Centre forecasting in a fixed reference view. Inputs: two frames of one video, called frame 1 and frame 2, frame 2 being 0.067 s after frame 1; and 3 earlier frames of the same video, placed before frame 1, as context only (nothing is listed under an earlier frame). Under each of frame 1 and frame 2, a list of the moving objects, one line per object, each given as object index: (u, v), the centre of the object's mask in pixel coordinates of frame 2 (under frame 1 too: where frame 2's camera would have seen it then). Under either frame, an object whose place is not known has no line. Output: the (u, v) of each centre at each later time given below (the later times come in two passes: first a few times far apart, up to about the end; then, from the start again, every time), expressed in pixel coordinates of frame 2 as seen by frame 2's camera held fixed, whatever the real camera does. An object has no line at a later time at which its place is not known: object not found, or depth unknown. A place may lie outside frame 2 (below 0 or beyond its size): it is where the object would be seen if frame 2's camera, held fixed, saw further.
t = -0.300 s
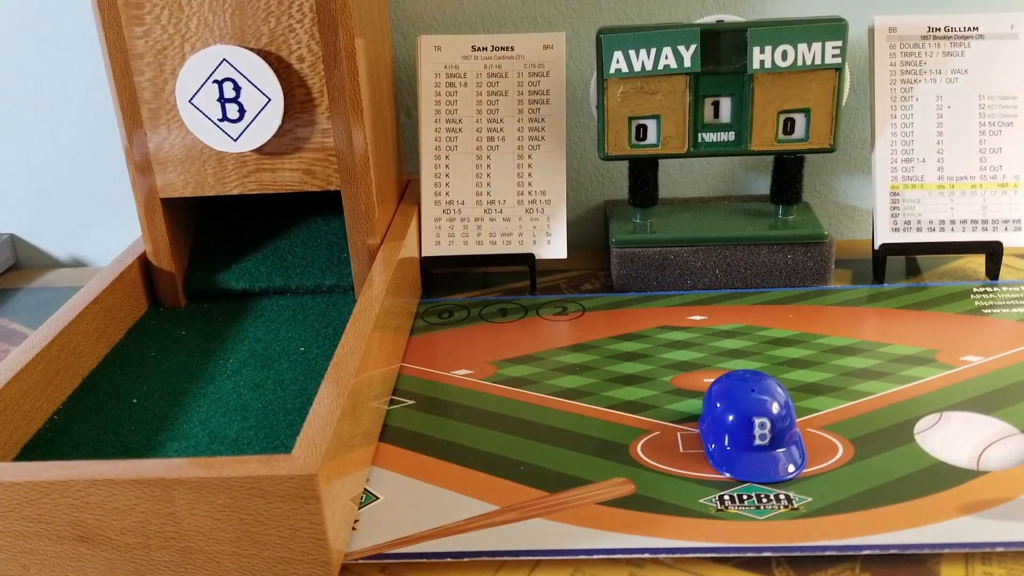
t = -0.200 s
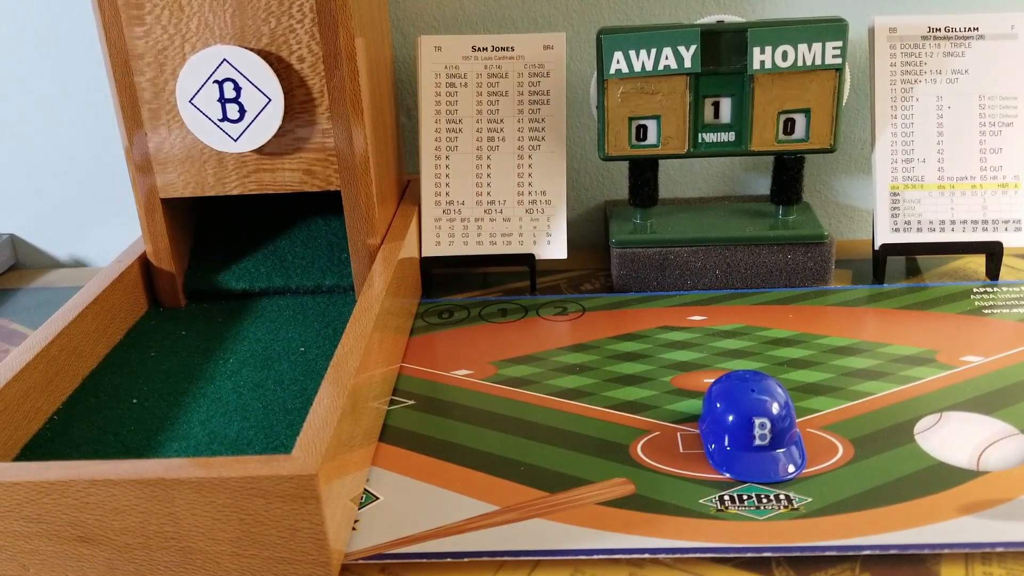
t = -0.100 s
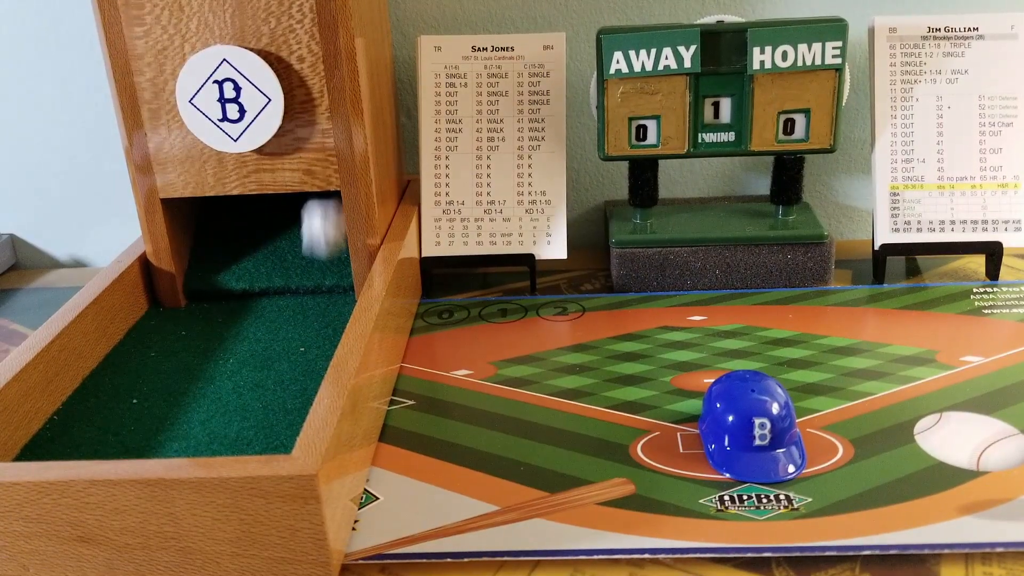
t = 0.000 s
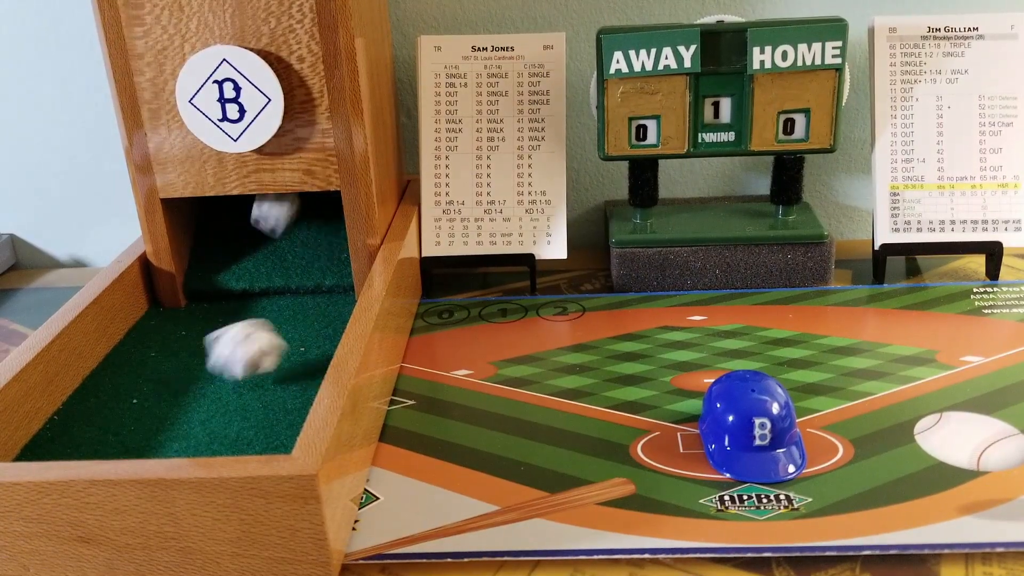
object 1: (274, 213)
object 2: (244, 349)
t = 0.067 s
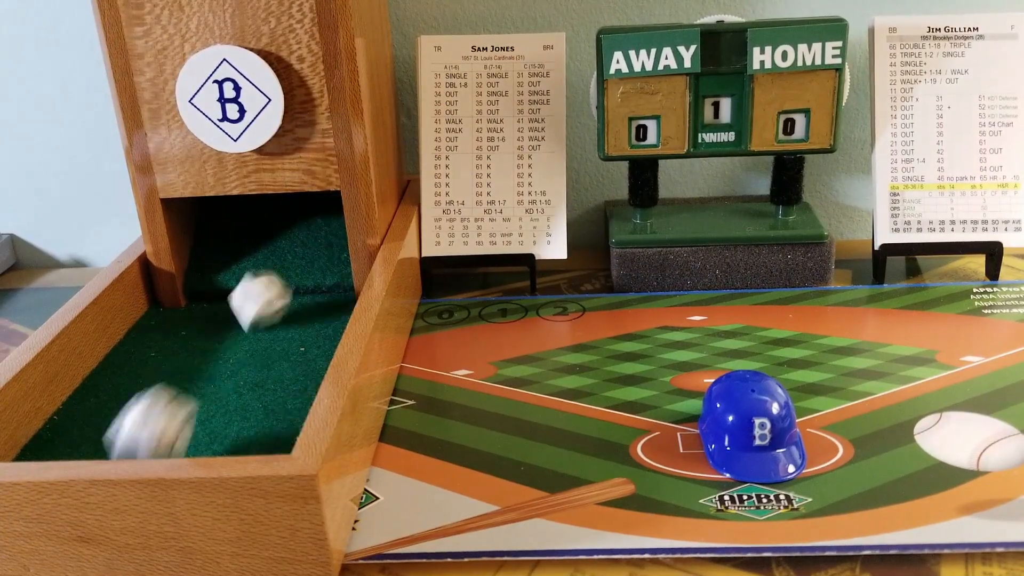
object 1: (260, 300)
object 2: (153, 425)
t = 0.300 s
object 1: (206, 416)
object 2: (47, 434)
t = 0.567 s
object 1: (230, 409)
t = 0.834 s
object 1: (230, 409)
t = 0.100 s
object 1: (236, 322)
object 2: (125, 440)
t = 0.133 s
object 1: (207, 355)
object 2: (126, 427)
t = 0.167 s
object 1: (187, 366)
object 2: (134, 424)
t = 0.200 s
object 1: (188, 378)
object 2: (119, 422)
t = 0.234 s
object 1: (209, 405)
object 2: (92, 425)
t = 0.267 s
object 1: (208, 412)
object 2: (66, 429)
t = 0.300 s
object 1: (206, 416)
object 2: (47, 434)
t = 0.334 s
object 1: (203, 417)
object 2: (30, 436)
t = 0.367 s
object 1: (206, 418)
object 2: (34, 439)
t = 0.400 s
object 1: (211, 417)
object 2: (36, 442)
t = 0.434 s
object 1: (222, 415)
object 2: (26, 447)
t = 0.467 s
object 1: (231, 413)
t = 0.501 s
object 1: (232, 409)
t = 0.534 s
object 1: (231, 408)
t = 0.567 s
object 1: (230, 409)
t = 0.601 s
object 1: (230, 409)
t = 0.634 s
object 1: (230, 409)
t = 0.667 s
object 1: (230, 409)
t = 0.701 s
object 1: (230, 409)
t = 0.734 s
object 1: (230, 409)
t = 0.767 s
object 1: (230, 409)
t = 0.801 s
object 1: (230, 409)
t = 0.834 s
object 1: (230, 409)
